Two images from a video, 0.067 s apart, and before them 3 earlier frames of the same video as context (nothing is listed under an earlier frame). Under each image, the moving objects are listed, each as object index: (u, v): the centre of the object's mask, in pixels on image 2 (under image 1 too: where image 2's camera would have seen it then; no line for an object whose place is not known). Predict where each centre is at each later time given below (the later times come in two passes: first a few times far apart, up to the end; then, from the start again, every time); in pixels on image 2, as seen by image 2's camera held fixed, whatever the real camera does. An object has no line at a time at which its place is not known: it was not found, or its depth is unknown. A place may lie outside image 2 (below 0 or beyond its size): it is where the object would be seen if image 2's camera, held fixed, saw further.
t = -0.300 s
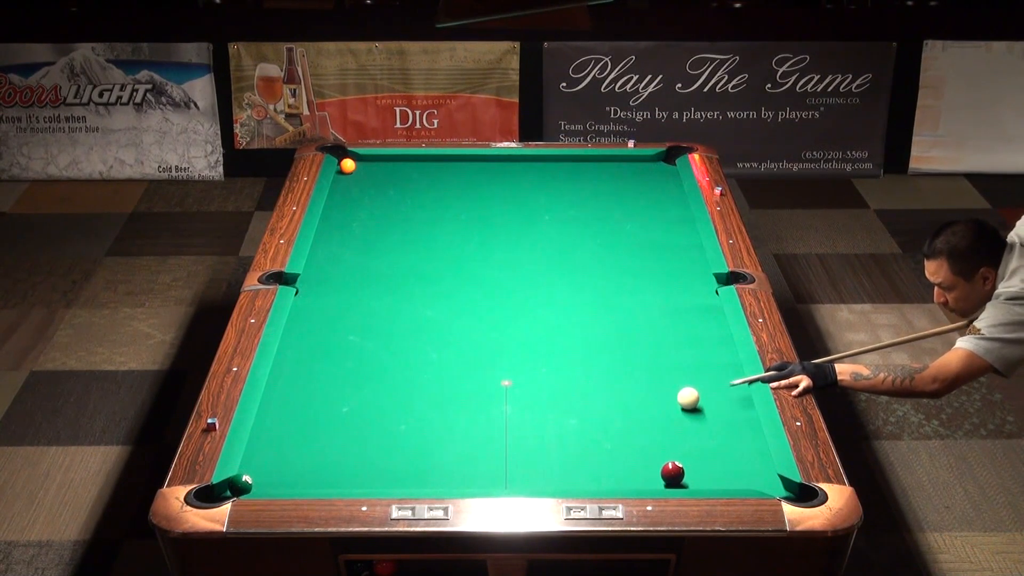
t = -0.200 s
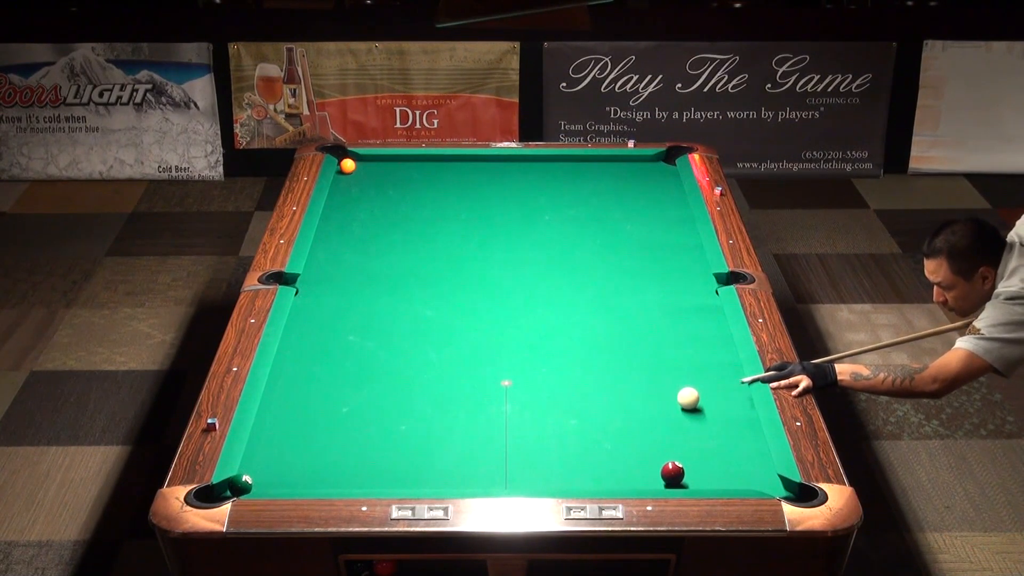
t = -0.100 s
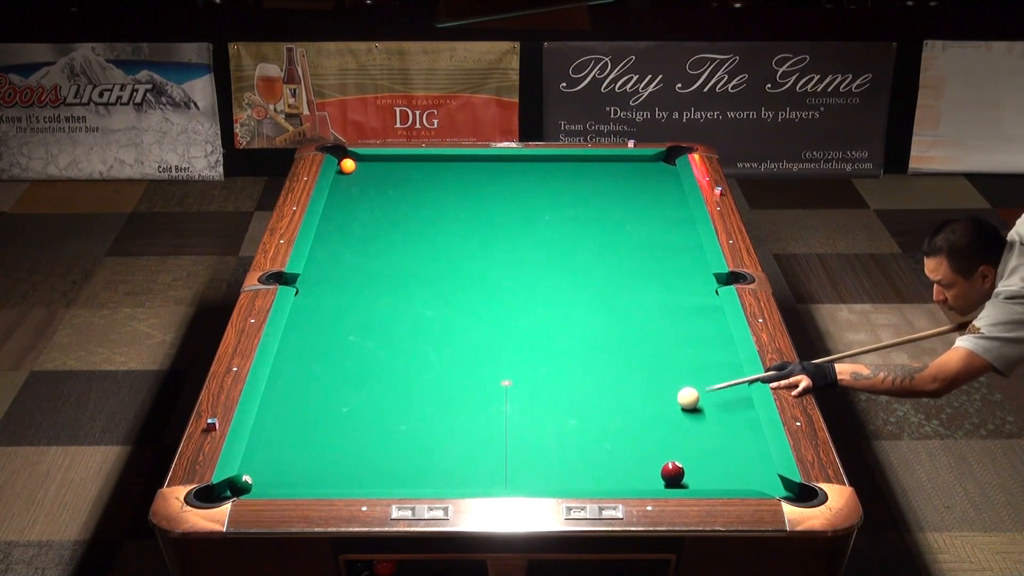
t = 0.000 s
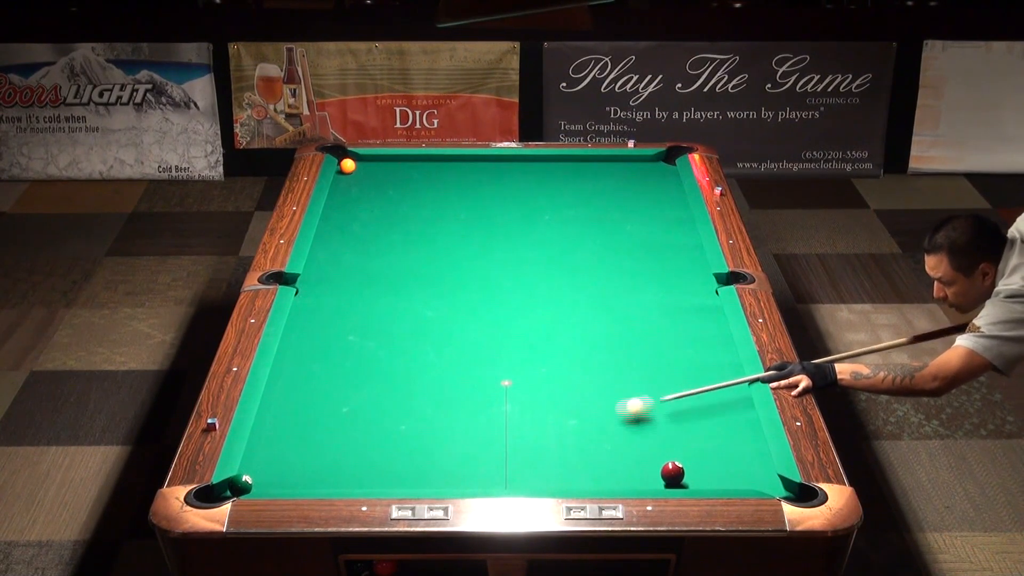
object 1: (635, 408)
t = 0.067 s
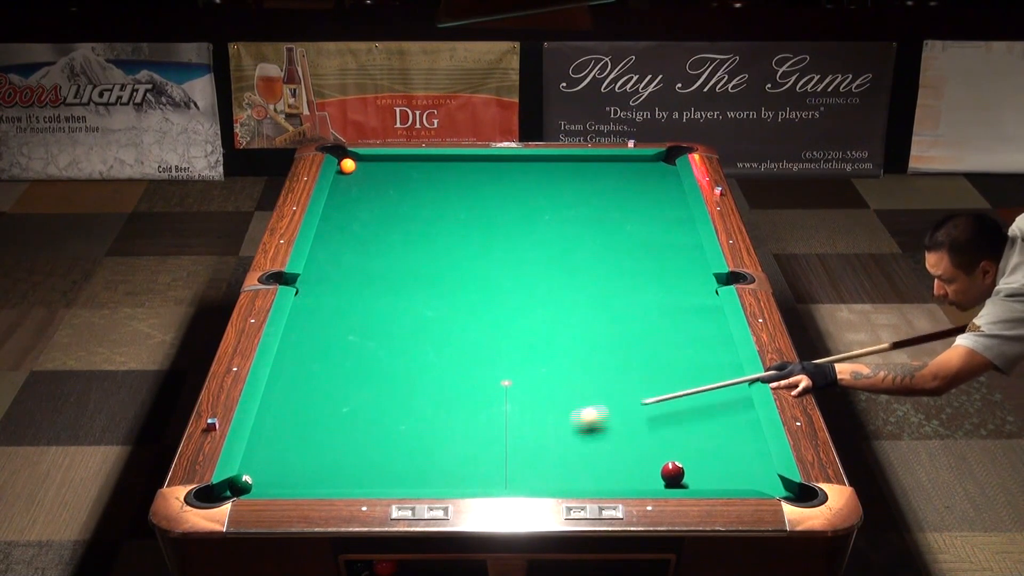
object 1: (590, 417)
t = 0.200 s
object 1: (496, 436)
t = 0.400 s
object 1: (348, 465)
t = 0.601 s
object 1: (262, 483)
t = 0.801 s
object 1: (231, 496)
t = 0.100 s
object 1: (567, 422)
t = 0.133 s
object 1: (543, 426)
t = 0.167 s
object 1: (520, 430)
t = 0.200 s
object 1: (496, 436)
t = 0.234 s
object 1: (472, 440)
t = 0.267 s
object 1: (448, 445)
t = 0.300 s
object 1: (422, 450)
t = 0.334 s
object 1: (398, 456)
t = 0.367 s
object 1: (373, 460)
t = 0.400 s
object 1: (348, 465)
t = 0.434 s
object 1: (321, 471)
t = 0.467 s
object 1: (295, 475)
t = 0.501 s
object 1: (272, 478)
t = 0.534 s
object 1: (264, 481)
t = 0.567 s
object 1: (264, 482)
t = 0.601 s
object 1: (262, 483)
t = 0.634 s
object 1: (259, 484)
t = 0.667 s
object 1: (254, 486)
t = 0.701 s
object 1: (248, 487)
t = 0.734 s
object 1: (243, 489)
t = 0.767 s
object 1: (236, 492)
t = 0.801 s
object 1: (231, 496)
